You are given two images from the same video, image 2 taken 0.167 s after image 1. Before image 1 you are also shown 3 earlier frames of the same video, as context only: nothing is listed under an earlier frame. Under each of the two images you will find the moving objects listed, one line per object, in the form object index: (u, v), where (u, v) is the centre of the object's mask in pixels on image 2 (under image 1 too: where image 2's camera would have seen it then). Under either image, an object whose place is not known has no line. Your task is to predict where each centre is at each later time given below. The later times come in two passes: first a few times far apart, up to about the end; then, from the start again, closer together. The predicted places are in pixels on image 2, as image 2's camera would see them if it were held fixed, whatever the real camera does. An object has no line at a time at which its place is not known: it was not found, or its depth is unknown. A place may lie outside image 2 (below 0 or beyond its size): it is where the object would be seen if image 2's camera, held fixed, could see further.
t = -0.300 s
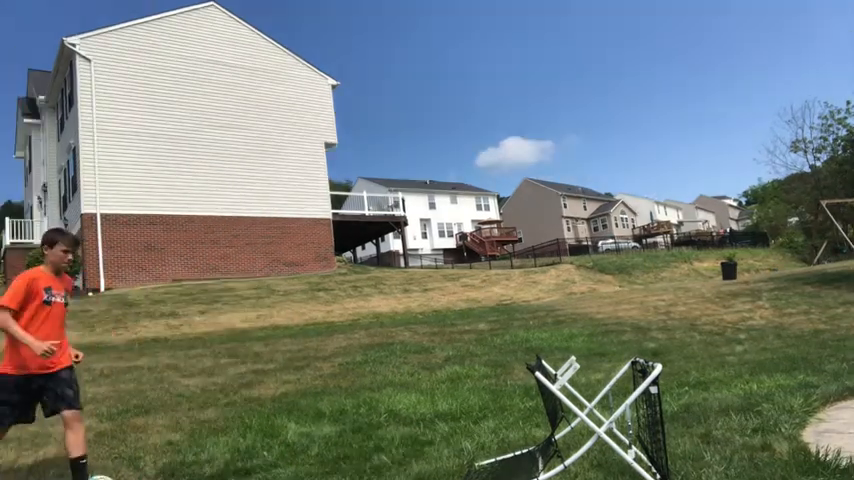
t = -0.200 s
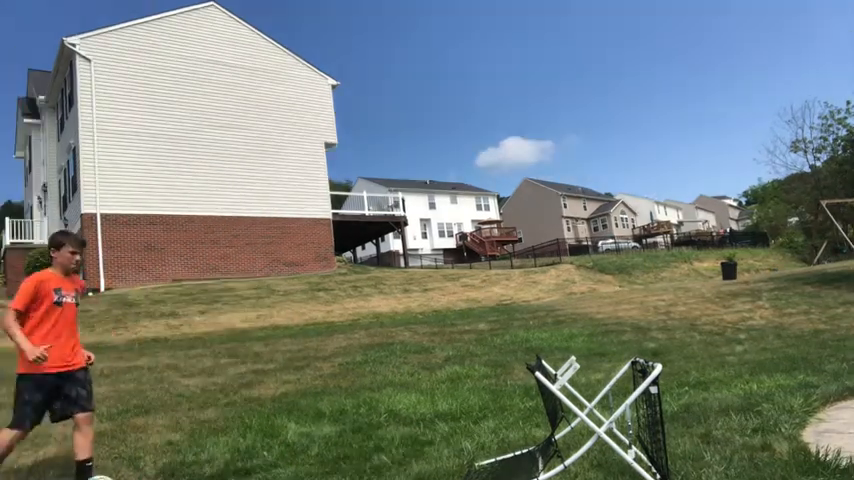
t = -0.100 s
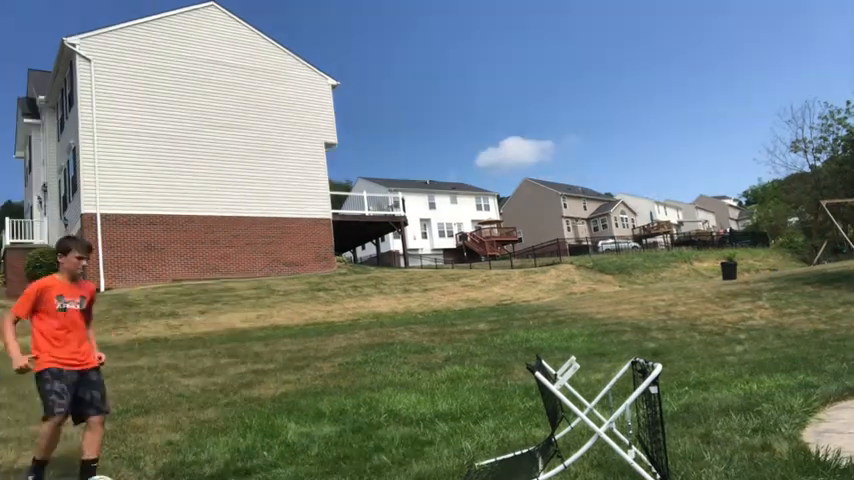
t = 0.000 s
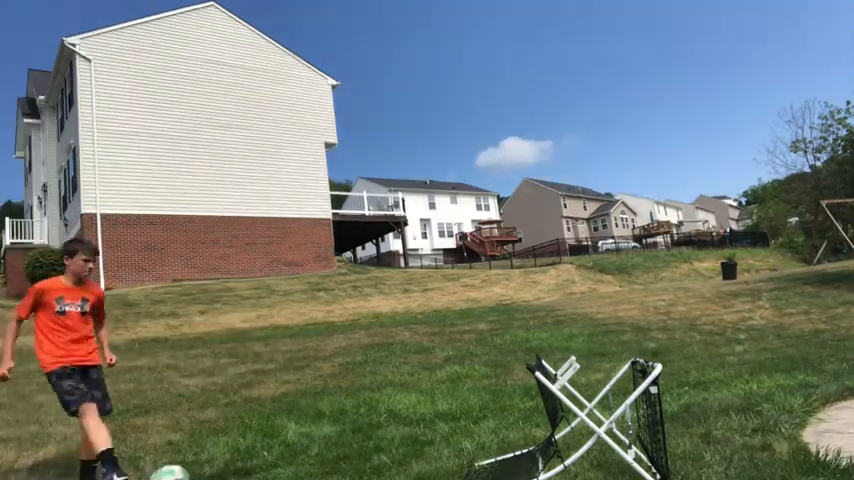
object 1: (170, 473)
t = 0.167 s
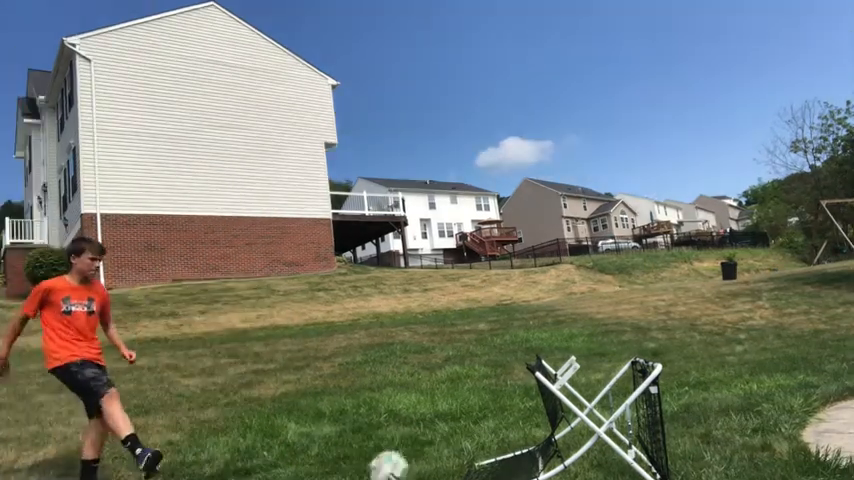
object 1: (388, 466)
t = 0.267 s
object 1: (495, 454)
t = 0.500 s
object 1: (471, 349)
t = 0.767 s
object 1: (329, 349)
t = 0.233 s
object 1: (470, 465)
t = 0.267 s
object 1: (495, 454)
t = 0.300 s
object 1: (522, 440)
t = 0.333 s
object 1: (546, 424)
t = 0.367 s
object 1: (551, 408)
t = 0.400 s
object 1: (530, 387)
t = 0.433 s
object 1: (513, 370)
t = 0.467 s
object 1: (492, 358)
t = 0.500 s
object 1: (471, 349)
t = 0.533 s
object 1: (451, 343)
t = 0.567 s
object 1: (431, 338)
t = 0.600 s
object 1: (413, 336)
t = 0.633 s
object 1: (395, 335)
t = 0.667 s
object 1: (377, 335)
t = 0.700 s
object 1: (361, 338)
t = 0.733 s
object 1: (345, 343)
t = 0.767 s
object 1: (329, 349)
